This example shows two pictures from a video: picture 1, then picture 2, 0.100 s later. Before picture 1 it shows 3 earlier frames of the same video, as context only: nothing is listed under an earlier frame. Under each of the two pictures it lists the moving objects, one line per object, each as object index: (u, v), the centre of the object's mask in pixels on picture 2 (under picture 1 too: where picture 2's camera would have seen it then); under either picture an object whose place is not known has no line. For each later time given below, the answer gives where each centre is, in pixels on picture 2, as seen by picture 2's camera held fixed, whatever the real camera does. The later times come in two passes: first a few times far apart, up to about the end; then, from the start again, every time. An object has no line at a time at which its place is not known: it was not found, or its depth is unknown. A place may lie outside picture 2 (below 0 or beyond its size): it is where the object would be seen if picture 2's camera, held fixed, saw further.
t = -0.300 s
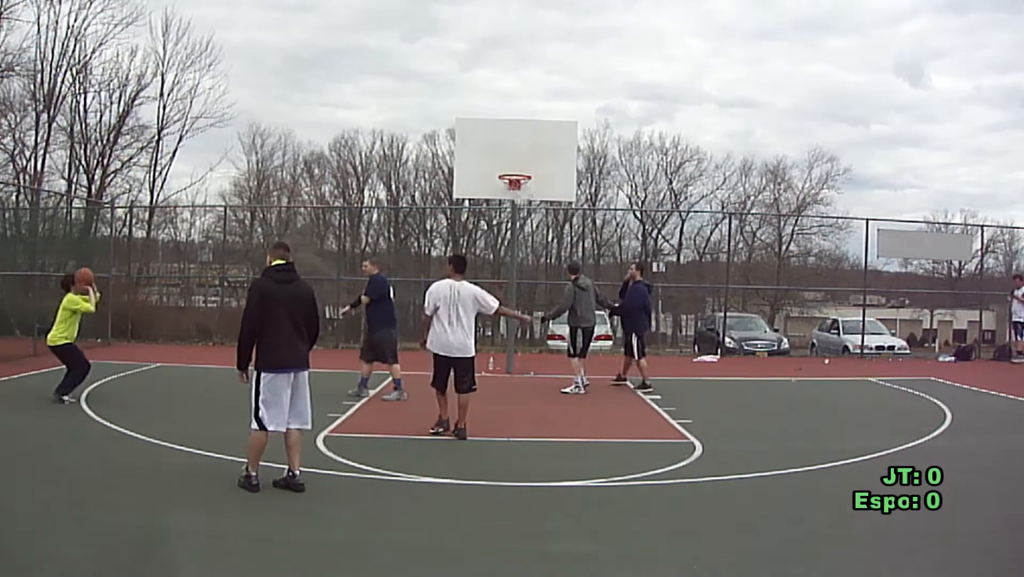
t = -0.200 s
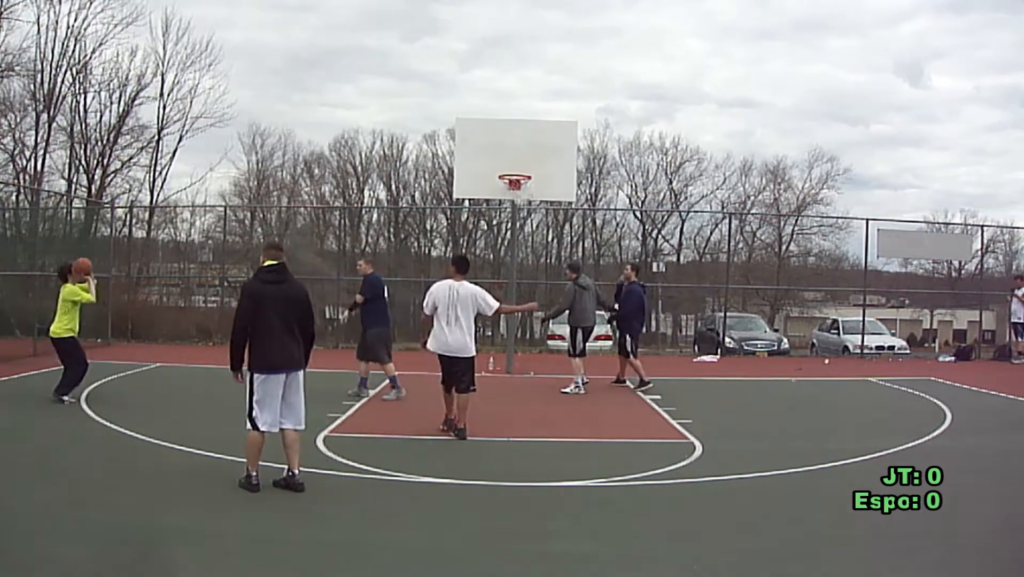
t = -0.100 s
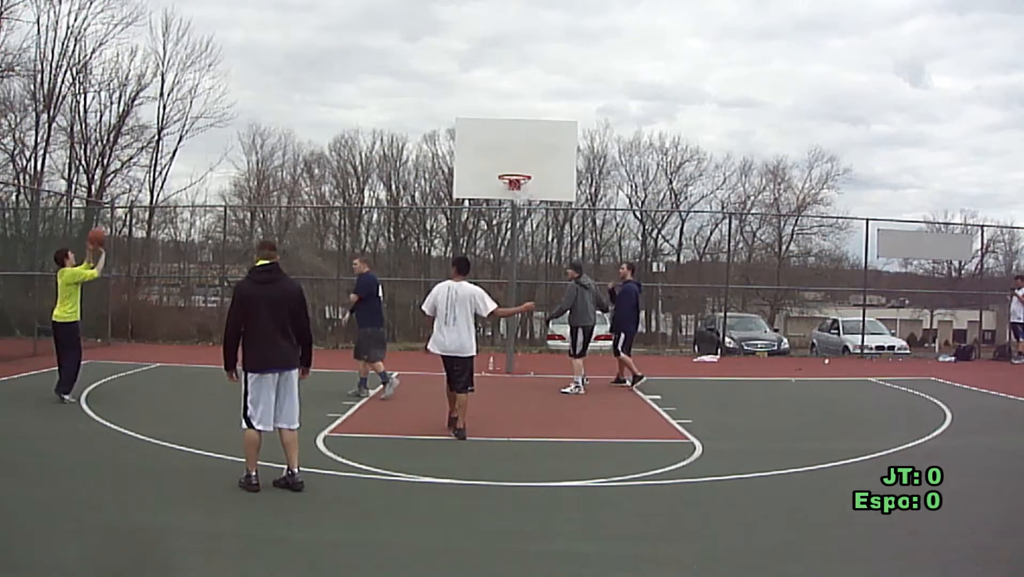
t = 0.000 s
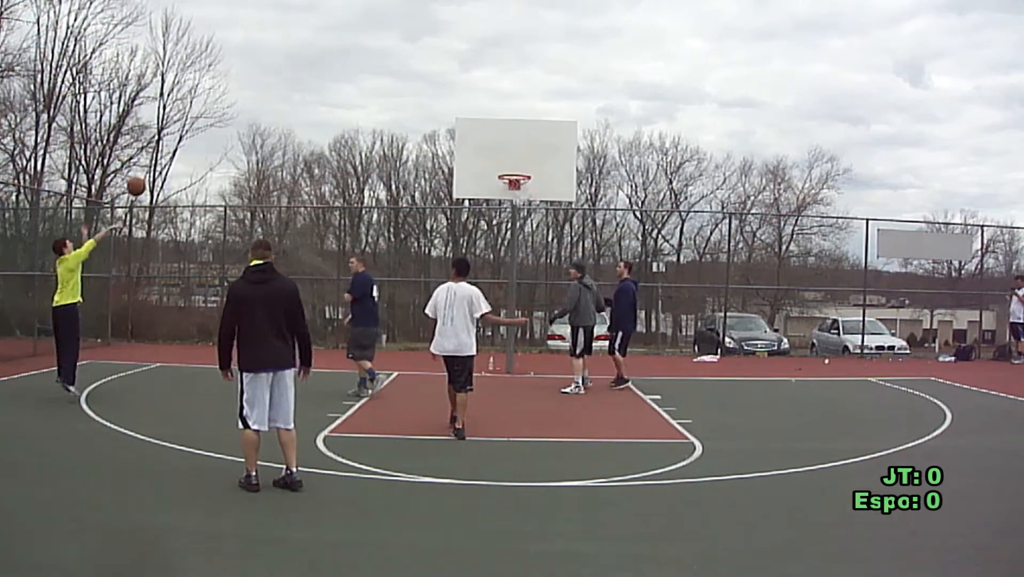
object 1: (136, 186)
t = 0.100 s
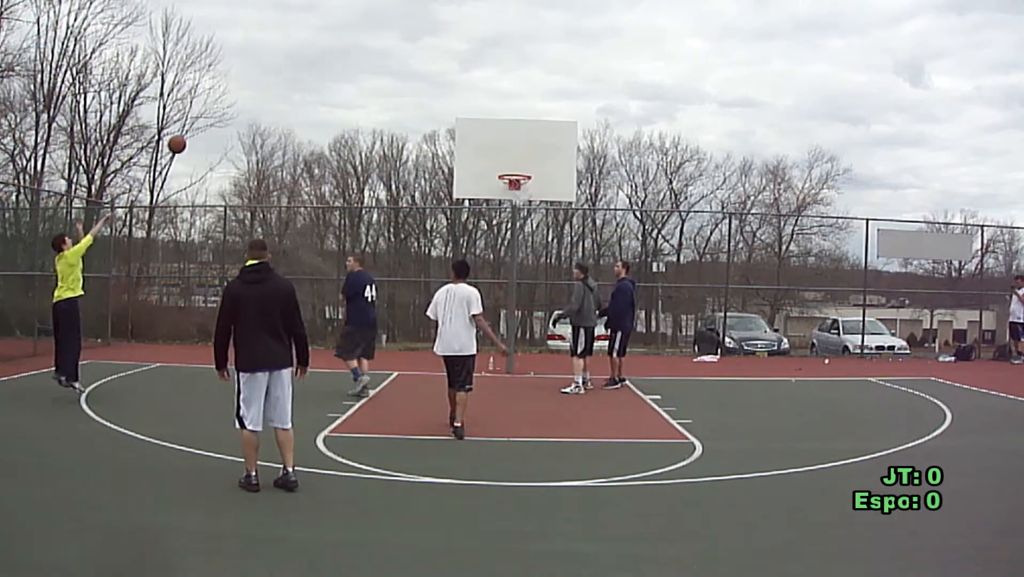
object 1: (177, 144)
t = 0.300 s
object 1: (254, 88)
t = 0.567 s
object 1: (346, 64)
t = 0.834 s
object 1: (428, 90)
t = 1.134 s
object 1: (511, 172)
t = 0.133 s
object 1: (190, 132)
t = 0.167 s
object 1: (203, 121)
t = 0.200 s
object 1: (216, 112)
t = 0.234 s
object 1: (229, 103)
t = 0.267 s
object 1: (242, 95)
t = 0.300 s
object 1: (254, 88)
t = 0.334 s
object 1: (266, 82)
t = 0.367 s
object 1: (278, 77)
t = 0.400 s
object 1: (290, 73)
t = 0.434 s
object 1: (301, 69)
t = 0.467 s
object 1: (313, 67)
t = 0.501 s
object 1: (324, 65)
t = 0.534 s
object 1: (335, 64)
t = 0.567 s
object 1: (346, 64)
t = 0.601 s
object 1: (357, 65)
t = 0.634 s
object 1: (367, 66)
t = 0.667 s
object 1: (378, 68)
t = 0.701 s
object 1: (388, 71)
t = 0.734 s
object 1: (399, 75)
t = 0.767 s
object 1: (408, 80)
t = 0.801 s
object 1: (418, 85)
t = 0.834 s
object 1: (428, 90)
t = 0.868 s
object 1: (438, 97)
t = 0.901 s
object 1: (448, 104)
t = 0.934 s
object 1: (457, 112)
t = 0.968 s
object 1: (466, 121)
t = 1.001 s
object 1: (475, 130)
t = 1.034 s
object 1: (484, 140)
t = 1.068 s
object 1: (493, 151)
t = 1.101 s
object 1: (502, 162)
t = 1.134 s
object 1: (511, 172)
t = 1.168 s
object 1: (518, 185)
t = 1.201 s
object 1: (514, 184)
